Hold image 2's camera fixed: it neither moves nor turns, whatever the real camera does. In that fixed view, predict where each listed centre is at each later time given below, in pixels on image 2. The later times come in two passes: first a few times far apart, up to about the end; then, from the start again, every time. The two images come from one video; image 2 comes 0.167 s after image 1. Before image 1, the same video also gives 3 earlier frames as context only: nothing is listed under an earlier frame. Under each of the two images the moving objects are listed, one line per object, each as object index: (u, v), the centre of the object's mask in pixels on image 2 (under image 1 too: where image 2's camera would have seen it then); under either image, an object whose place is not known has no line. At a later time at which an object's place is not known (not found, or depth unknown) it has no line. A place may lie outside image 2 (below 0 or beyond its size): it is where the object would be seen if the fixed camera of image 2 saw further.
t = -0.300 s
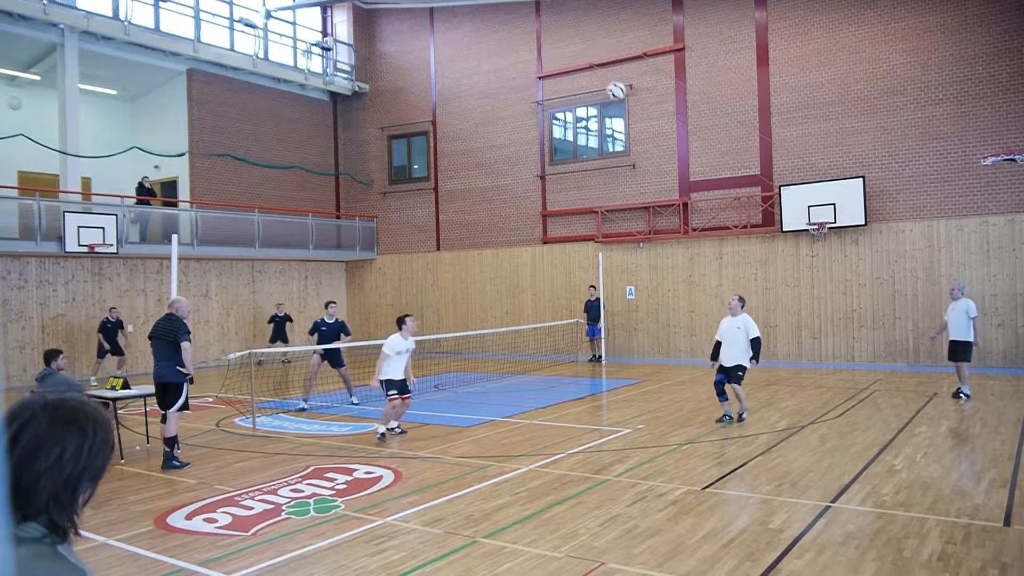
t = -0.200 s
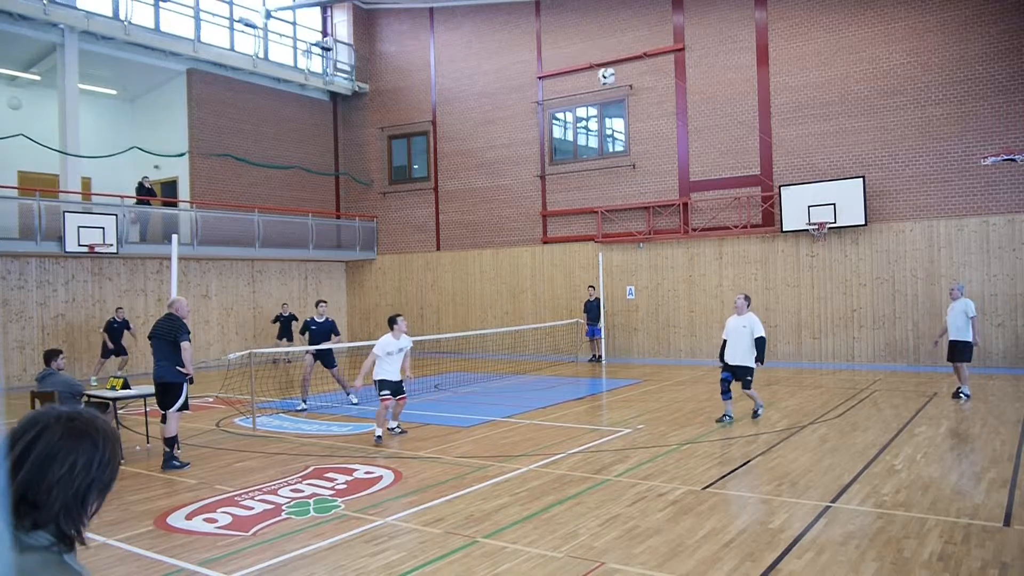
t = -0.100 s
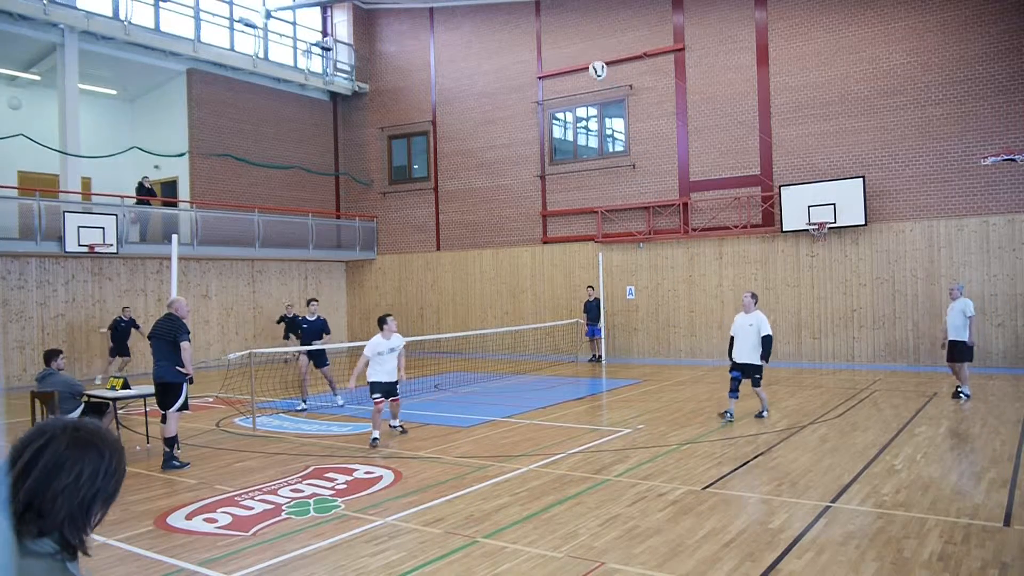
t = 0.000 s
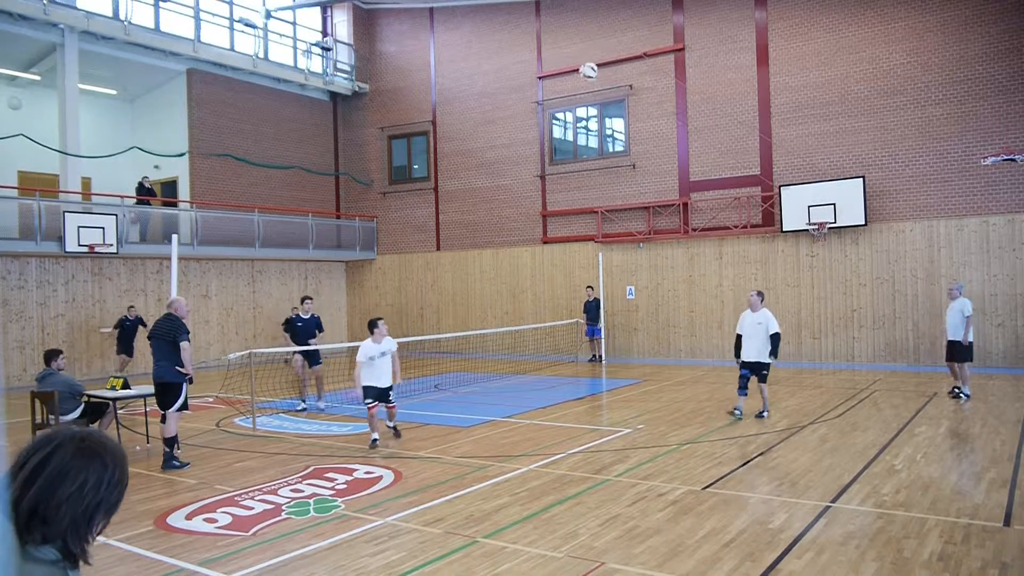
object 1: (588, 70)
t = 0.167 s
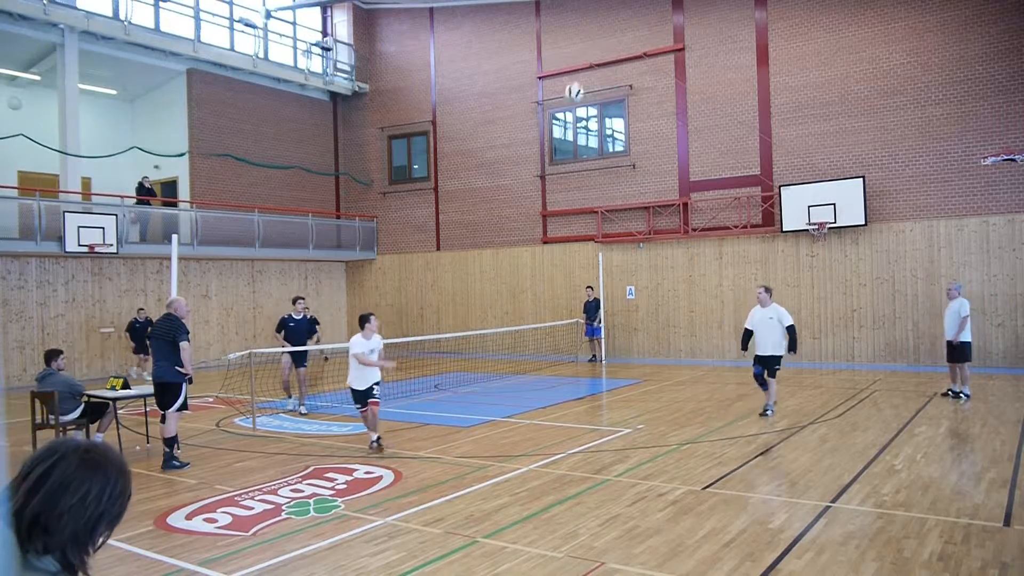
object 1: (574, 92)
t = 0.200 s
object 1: (571, 98)
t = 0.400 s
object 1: (555, 159)
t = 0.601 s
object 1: (541, 251)
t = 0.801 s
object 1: (527, 378)
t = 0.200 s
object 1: (571, 98)
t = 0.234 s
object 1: (568, 105)
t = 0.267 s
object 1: (566, 115)
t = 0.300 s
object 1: (563, 125)
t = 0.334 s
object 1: (561, 135)
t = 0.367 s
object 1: (558, 147)
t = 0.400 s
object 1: (555, 159)
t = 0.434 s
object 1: (553, 172)
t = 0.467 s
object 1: (551, 186)
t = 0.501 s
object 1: (548, 202)
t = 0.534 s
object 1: (546, 218)
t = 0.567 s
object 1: (544, 233)
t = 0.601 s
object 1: (541, 251)
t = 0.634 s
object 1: (538, 270)
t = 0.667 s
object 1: (536, 290)
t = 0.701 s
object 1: (534, 311)
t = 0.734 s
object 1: (531, 332)
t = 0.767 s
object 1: (529, 355)
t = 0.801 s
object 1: (527, 378)
